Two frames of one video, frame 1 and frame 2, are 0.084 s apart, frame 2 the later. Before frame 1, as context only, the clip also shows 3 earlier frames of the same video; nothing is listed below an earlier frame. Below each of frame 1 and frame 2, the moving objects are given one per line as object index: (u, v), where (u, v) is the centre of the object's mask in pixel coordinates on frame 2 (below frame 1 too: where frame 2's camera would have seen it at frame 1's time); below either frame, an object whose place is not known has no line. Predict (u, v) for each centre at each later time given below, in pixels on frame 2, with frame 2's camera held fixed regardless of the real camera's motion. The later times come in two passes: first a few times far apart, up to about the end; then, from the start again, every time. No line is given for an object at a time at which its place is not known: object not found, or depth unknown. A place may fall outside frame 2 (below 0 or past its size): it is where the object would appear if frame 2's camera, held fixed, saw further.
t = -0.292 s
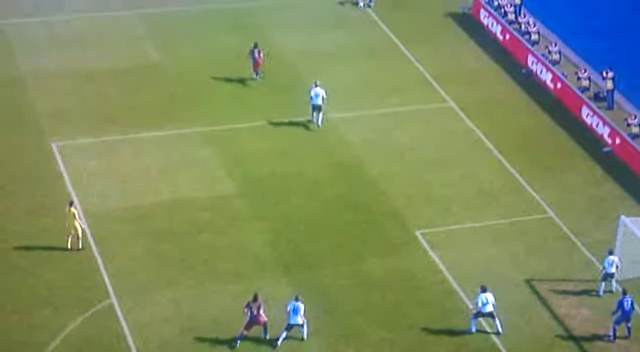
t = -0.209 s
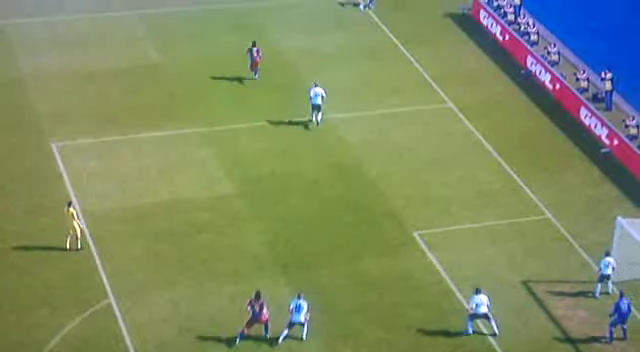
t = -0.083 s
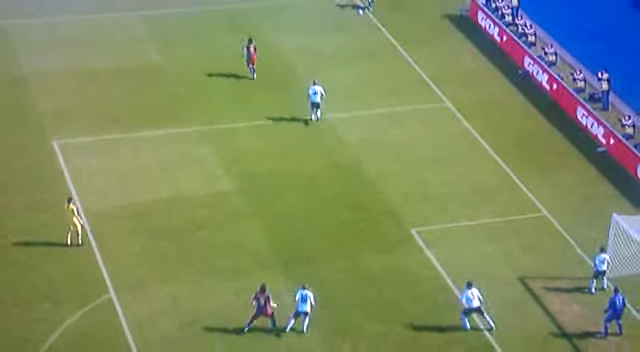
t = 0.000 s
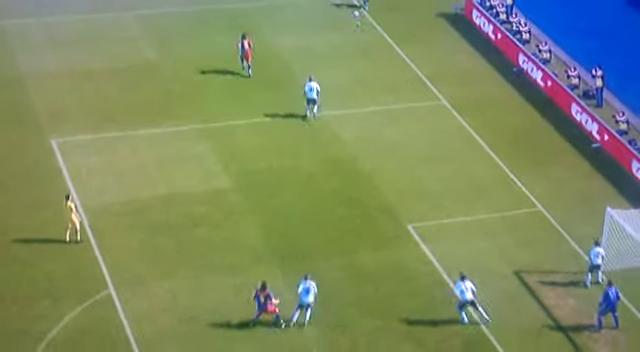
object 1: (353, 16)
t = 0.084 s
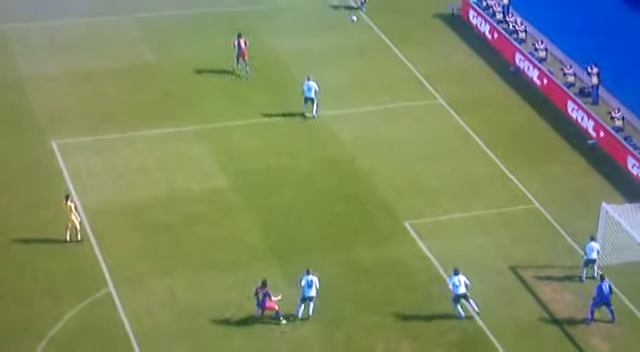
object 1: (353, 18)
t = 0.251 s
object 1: (355, 26)
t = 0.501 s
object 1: (359, 40)
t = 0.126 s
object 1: (354, 20)
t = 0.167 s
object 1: (354, 22)
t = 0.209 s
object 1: (355, 23)
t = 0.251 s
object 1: (355, 26)
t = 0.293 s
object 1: (355, 28)
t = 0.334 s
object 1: (357, 30)
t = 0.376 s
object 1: (357, 32)
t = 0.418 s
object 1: (358, 34)
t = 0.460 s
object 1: (359, 36)
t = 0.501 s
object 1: (359, 40)
